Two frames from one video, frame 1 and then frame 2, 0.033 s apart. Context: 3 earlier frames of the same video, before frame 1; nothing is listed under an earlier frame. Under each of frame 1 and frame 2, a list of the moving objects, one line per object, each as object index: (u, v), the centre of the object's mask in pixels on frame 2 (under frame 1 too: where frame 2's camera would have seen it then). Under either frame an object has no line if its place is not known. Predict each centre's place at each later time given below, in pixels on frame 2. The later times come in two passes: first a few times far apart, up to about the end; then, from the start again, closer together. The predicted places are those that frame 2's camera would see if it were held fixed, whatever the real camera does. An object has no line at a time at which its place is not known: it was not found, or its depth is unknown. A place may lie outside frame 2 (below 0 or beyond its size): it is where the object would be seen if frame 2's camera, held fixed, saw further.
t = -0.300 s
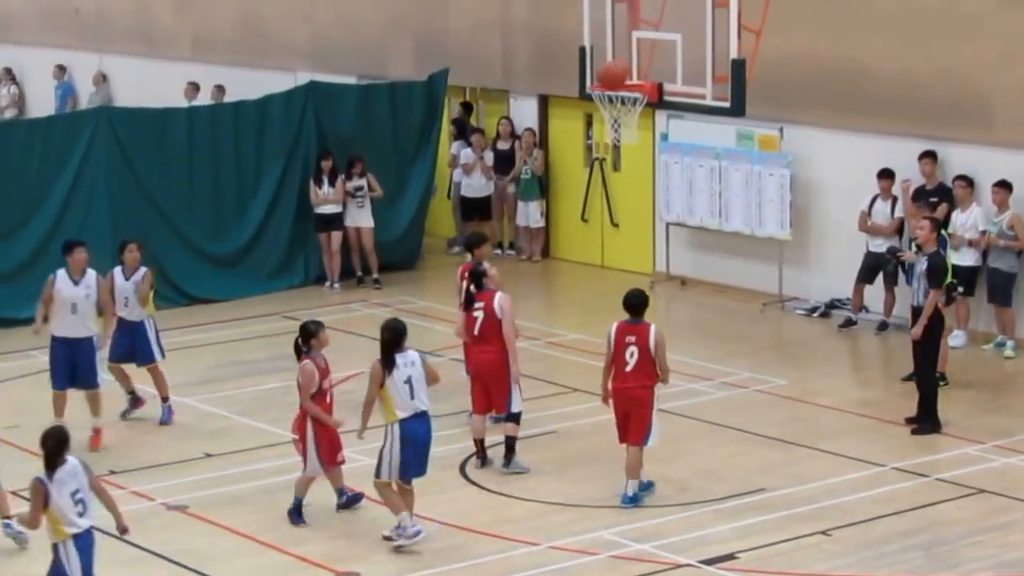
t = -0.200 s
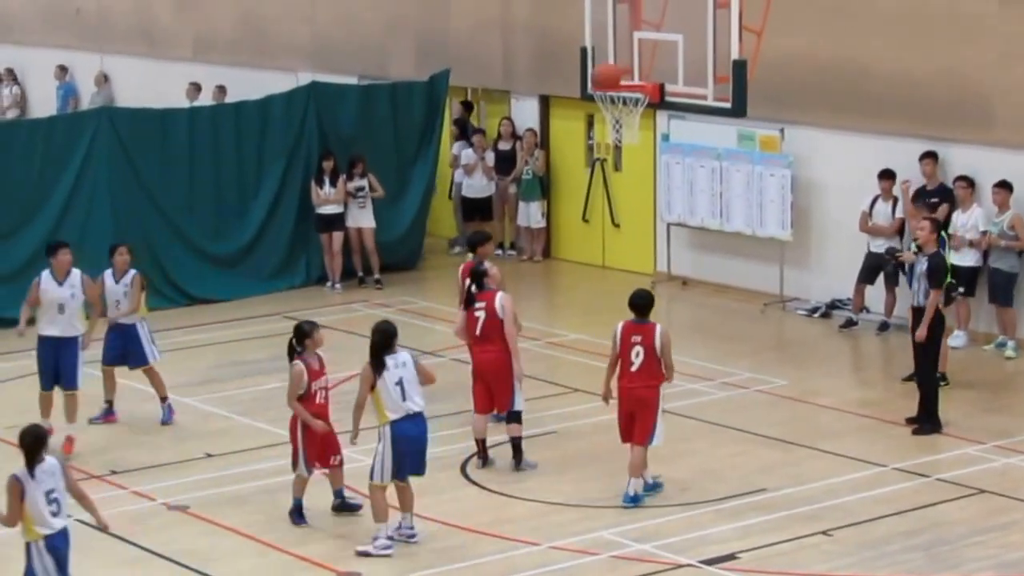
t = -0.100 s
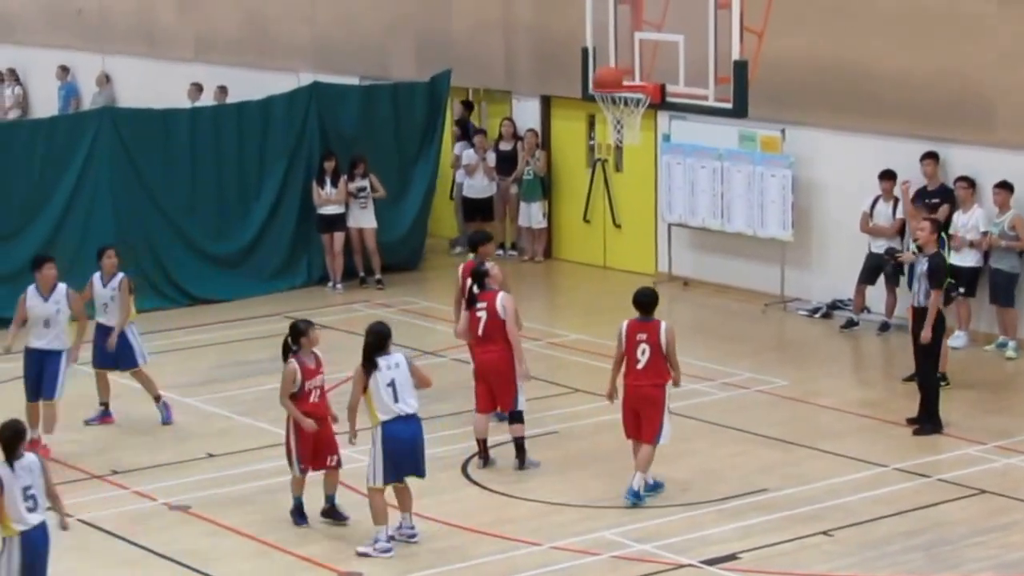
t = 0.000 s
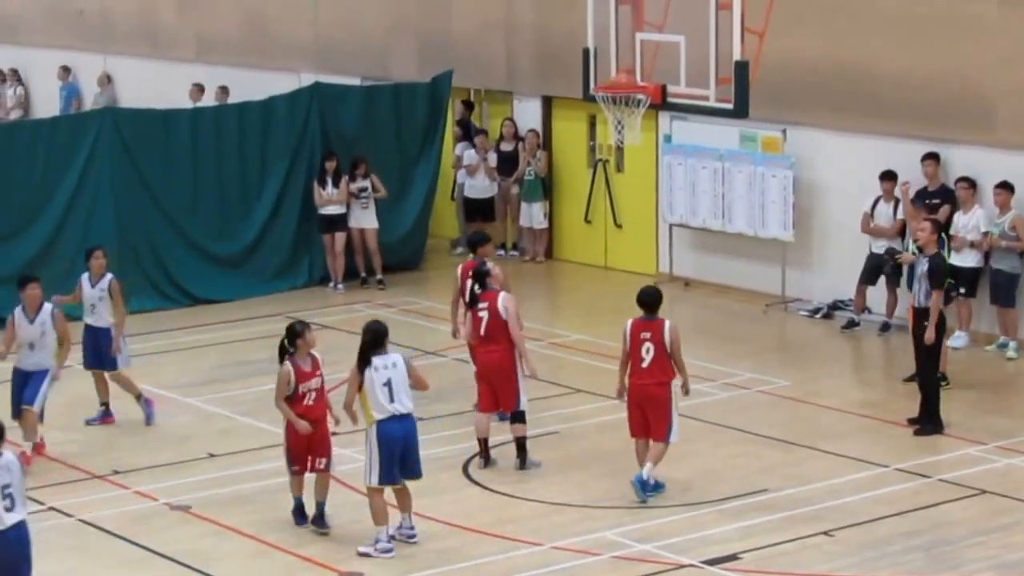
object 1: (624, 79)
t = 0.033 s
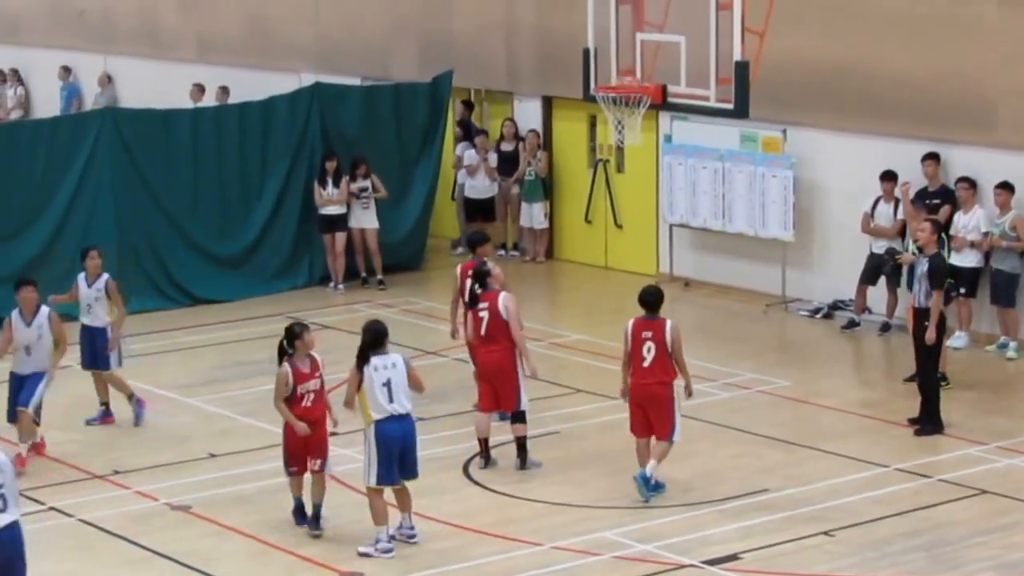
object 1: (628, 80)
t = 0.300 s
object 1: (638, 131)
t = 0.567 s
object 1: (618, 200)
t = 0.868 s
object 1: (591, 387)
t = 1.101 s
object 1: (569, 392)
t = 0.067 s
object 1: (634, 85)
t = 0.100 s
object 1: (637, 101)
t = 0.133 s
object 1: (641, 105)
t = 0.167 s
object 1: (644, 109)
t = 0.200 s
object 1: (646, 113)
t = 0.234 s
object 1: (646, 114)
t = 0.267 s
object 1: (641, 130)
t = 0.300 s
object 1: (638, 131)
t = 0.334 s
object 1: (637, 134)
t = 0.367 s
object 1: (635, 138)
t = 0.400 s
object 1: (634, 143)
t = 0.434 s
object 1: (631, 151)
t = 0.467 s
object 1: (626, 161)
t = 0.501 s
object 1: (624, 173)
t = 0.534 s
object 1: (621, 186)
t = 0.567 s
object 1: (618, 200)
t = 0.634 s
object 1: (611, 232)
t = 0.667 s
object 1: (608, 250)
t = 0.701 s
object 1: (605, 270)
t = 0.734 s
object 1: (602, 291)
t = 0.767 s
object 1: (600, 313)
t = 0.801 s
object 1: (597, 337)
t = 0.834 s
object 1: (595, 361)
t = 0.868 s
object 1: (591, 387)
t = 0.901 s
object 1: (588, 415)
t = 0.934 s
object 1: (585, 444)
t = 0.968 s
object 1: (582, 472)
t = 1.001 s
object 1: (579, 450)
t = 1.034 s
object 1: (576, 429)
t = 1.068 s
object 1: (572, 410)
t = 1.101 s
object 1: (569, 392)
